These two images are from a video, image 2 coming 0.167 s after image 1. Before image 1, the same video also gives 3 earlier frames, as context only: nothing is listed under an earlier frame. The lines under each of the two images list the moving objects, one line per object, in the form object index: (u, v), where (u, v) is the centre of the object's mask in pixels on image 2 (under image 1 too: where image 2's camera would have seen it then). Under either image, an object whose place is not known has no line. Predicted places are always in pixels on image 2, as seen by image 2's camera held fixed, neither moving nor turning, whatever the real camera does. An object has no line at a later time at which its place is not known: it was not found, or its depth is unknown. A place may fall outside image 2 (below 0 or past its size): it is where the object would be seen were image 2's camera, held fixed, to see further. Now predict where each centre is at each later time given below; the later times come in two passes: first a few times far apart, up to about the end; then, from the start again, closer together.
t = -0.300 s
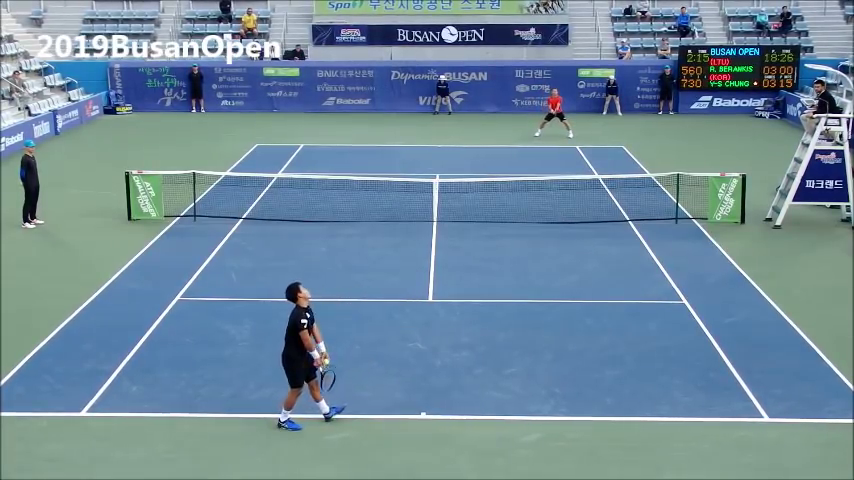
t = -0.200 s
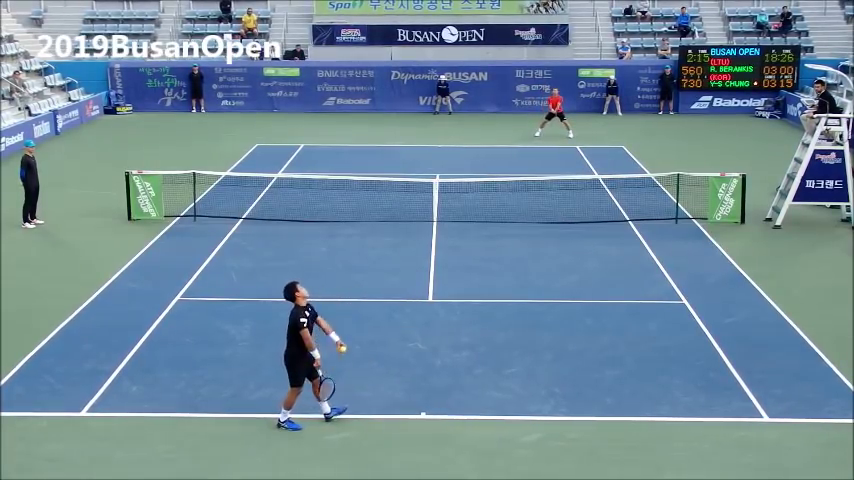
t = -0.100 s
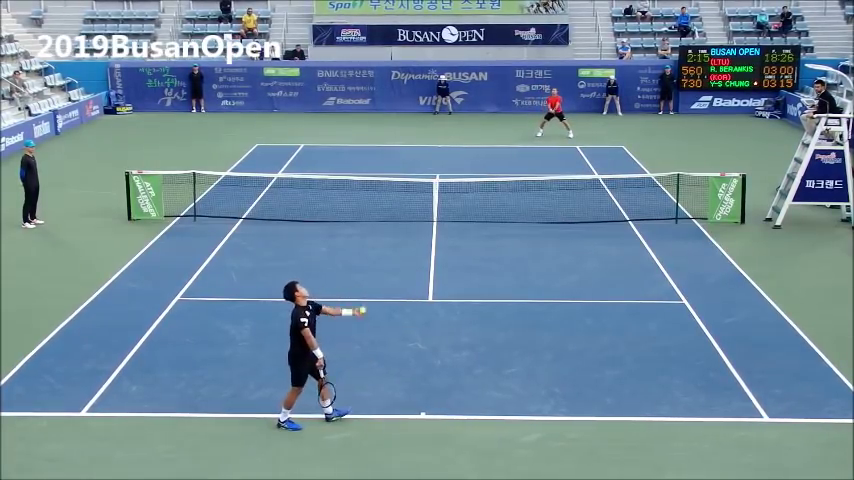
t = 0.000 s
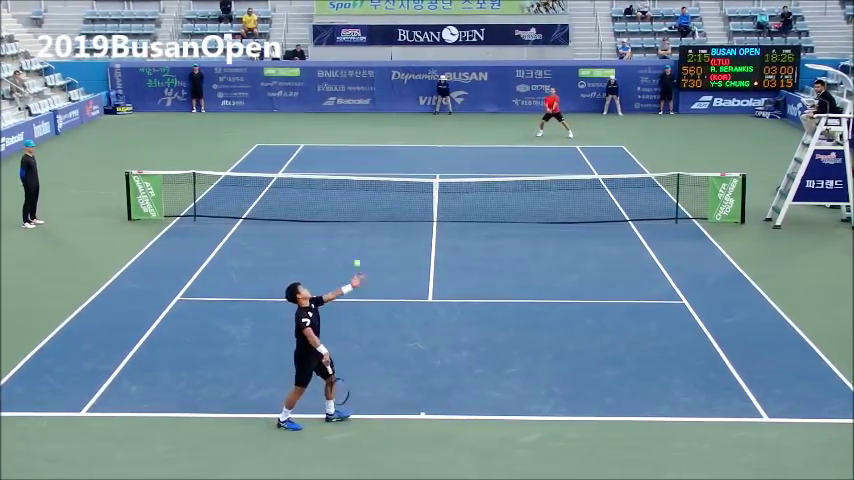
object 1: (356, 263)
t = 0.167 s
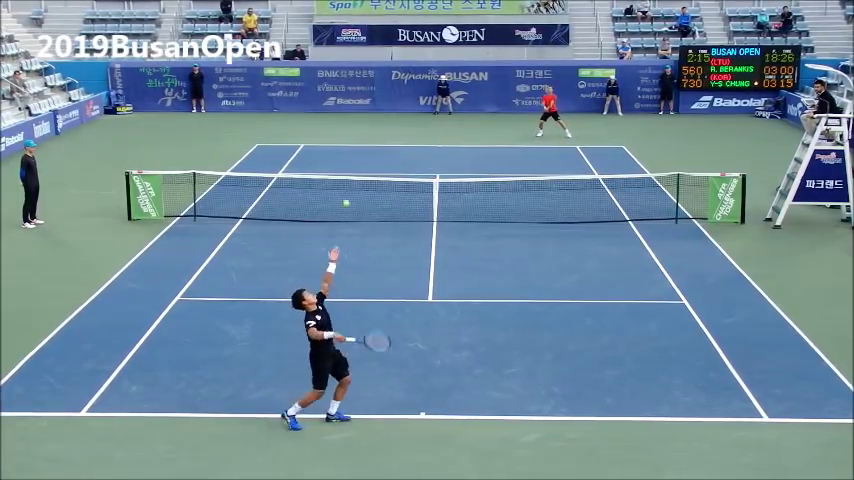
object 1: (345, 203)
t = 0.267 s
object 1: (339, 177)
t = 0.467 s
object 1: (327, 153)
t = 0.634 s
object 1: (318, 158)
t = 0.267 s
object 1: (339, 177)
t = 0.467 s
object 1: (327, 153)
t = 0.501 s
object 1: (325, 152)
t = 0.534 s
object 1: (323, 152)
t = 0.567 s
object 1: (322, 153)
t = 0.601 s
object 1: (320, 155)
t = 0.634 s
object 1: (318, 158)
